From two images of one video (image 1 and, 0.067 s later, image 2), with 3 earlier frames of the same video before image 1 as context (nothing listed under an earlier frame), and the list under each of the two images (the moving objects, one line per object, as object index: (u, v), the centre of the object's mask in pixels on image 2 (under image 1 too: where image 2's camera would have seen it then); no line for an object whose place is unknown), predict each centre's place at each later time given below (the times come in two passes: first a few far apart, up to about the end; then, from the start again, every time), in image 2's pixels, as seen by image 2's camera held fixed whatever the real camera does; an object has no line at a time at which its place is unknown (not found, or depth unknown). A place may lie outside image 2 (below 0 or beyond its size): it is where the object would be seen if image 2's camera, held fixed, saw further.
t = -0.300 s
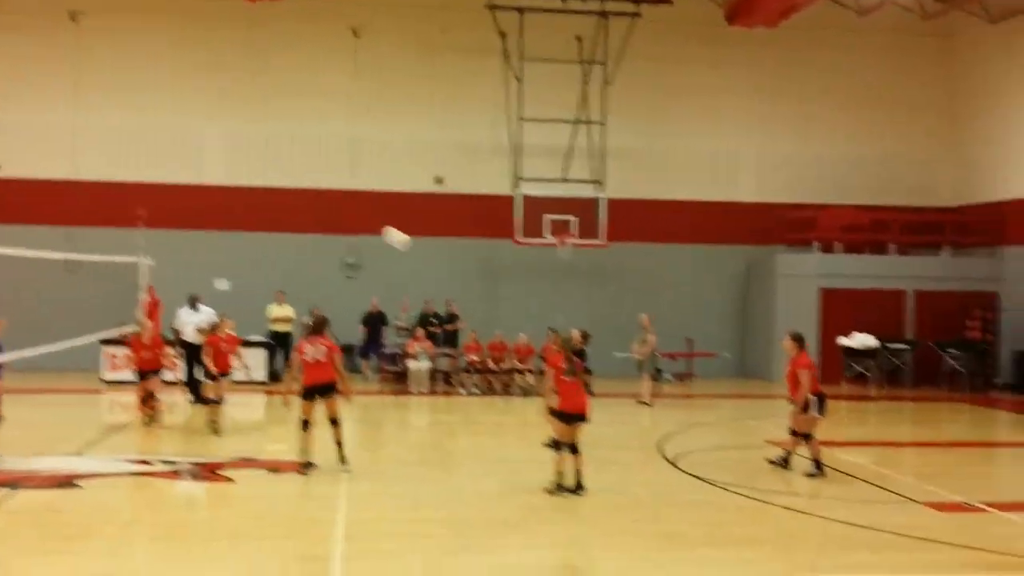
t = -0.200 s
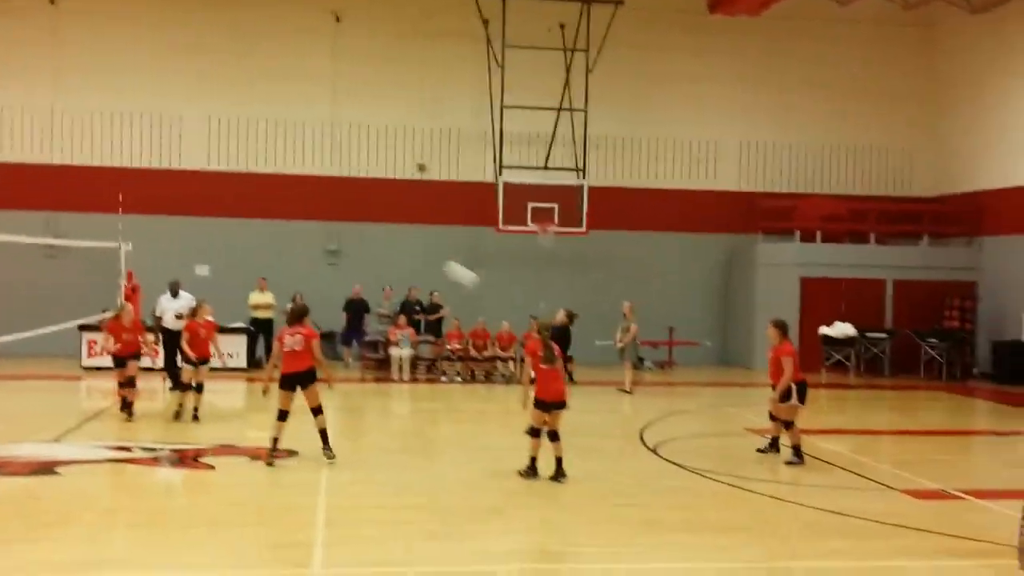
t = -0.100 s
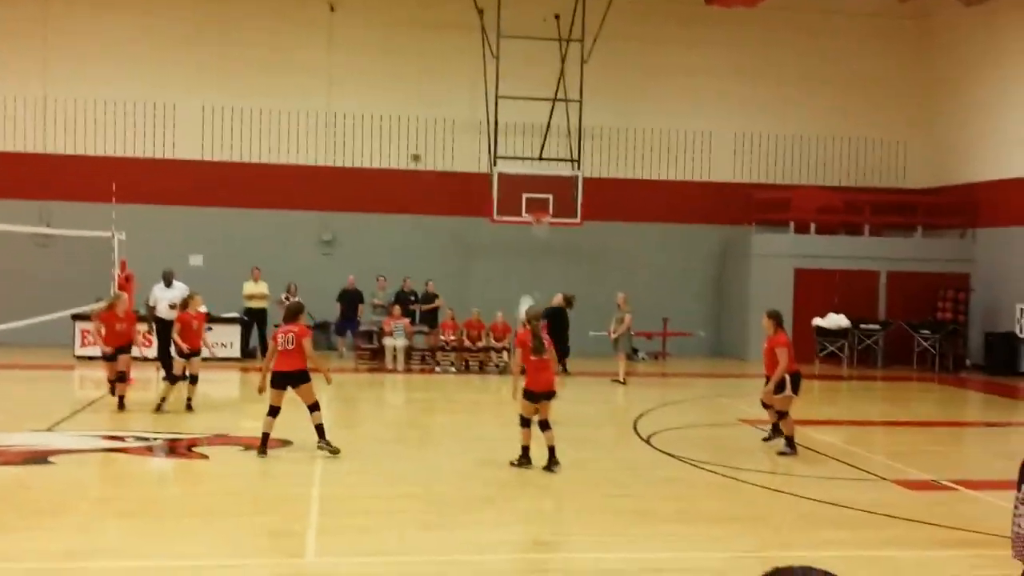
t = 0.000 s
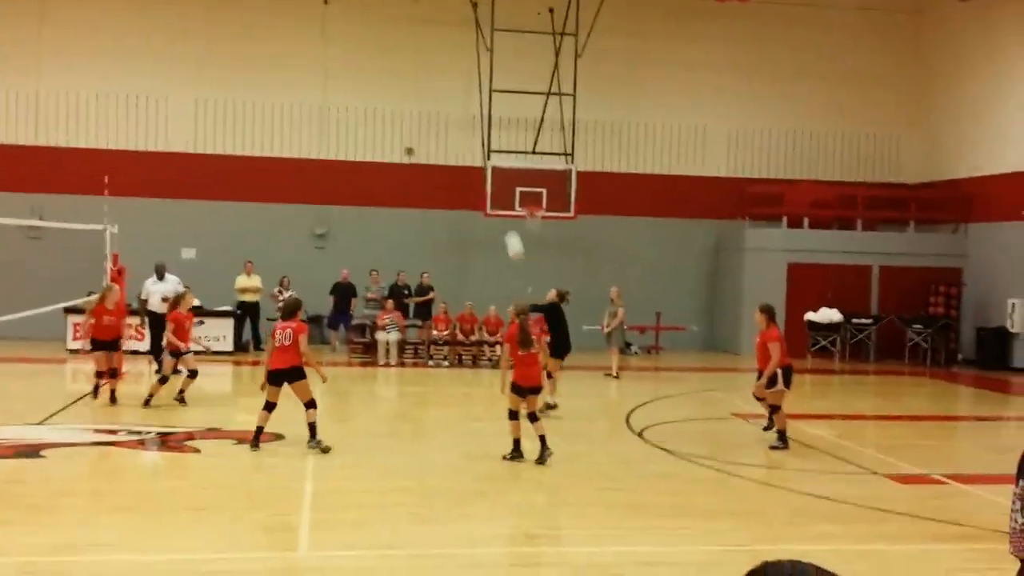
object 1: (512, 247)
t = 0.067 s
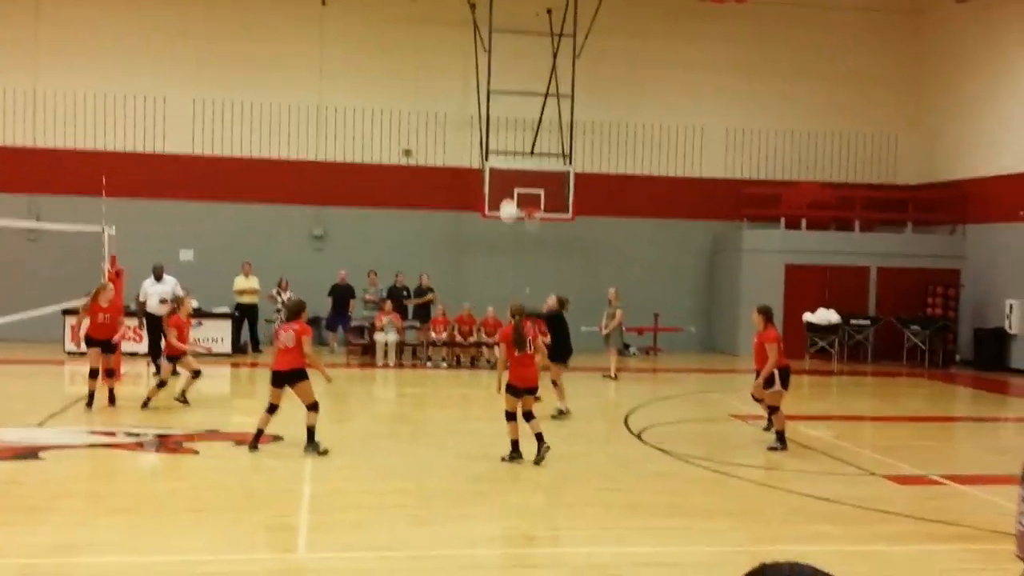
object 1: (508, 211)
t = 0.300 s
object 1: (494, 109)
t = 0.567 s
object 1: (479, 47)
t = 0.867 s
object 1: (463, 39)
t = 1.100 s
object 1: (447, 81)
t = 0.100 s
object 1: (506, 194)
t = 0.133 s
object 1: (504, 179)
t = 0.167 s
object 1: (501, 164)
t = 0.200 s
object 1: (500, 146)
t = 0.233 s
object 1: (497, 132)
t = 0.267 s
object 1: (495, 120)
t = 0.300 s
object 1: (494, 109)
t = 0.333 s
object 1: (492, 98)
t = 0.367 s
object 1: (490, 88)
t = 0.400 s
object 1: (489, 80)
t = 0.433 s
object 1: (487, 71)
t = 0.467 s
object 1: (485, 64)
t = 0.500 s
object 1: (483, 58)
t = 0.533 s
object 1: (481, 52)
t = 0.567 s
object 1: (479, 47)
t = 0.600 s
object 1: (478, 43)
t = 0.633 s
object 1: (476, 40)
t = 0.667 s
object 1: (474, 37)
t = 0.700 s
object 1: (472, 35)
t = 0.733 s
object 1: (470, 35)
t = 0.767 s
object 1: (468, 35)
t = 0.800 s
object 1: (466, 35)
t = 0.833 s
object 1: (464, 37)
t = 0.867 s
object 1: (463, 39)
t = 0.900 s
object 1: (460, 43)
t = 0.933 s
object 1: (458, 48)
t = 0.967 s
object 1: (456, 52)
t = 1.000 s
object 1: (454, 58)
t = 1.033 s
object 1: (452, 65)
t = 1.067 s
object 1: (450, 73)
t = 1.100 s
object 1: (447, 81)
